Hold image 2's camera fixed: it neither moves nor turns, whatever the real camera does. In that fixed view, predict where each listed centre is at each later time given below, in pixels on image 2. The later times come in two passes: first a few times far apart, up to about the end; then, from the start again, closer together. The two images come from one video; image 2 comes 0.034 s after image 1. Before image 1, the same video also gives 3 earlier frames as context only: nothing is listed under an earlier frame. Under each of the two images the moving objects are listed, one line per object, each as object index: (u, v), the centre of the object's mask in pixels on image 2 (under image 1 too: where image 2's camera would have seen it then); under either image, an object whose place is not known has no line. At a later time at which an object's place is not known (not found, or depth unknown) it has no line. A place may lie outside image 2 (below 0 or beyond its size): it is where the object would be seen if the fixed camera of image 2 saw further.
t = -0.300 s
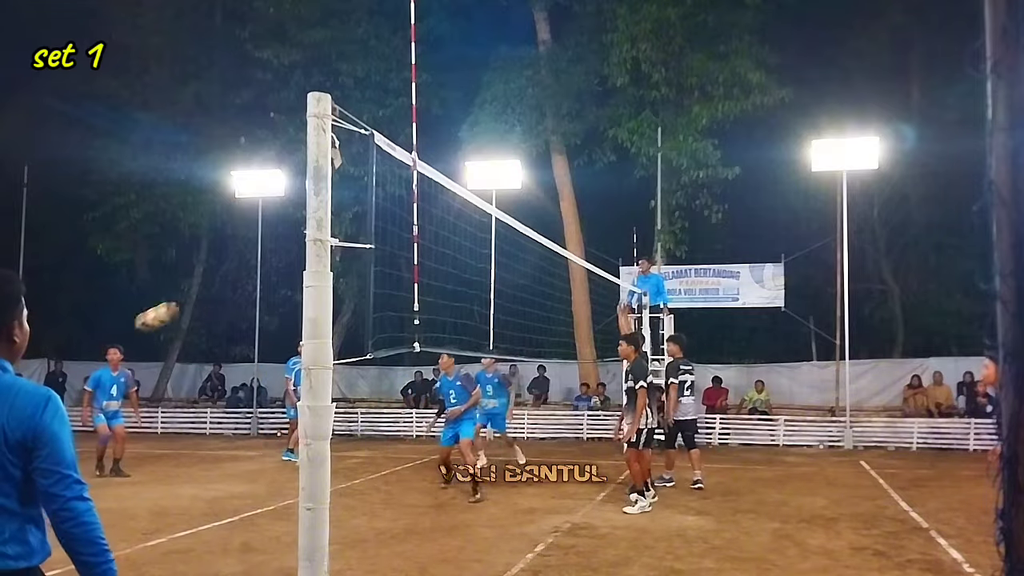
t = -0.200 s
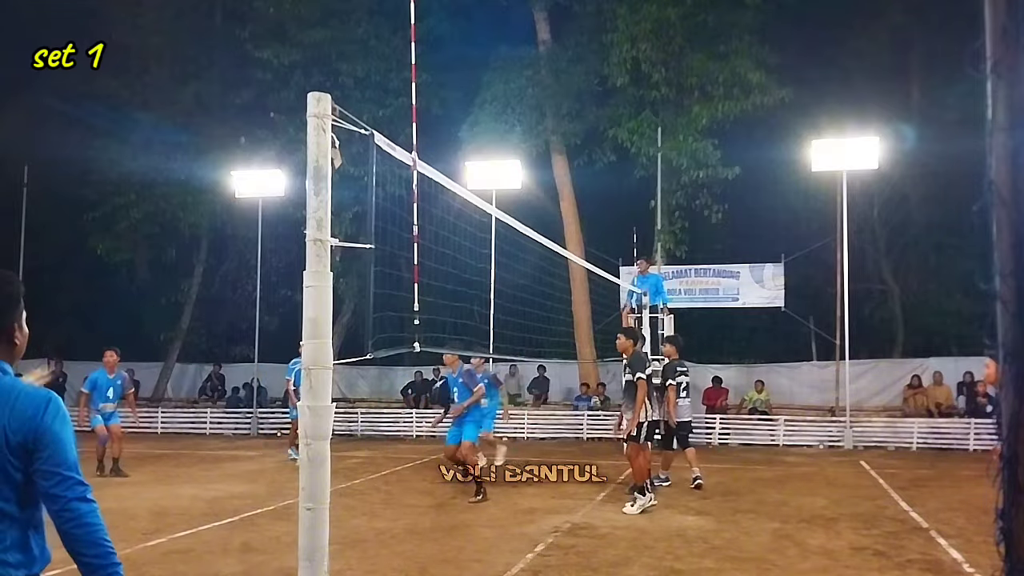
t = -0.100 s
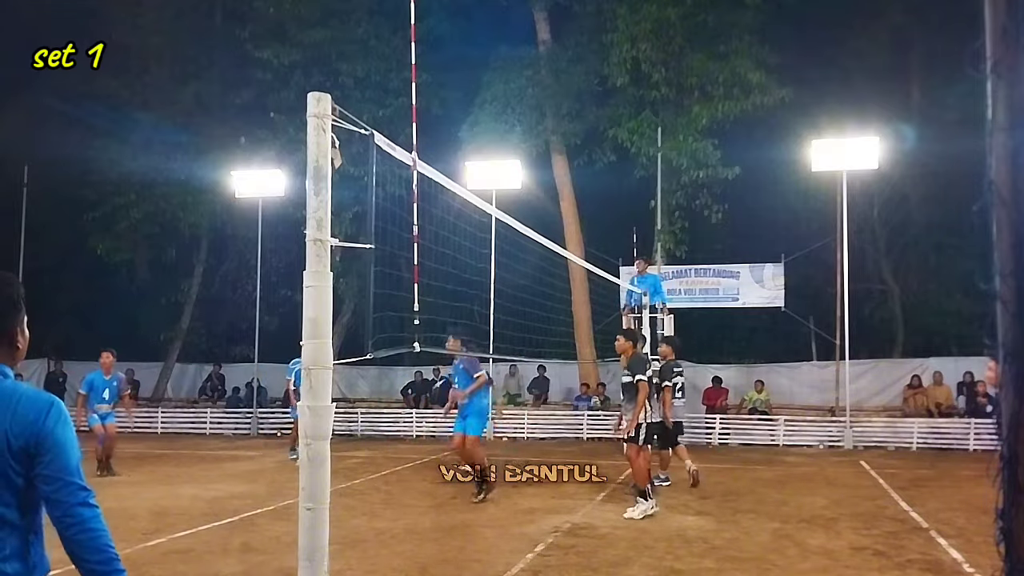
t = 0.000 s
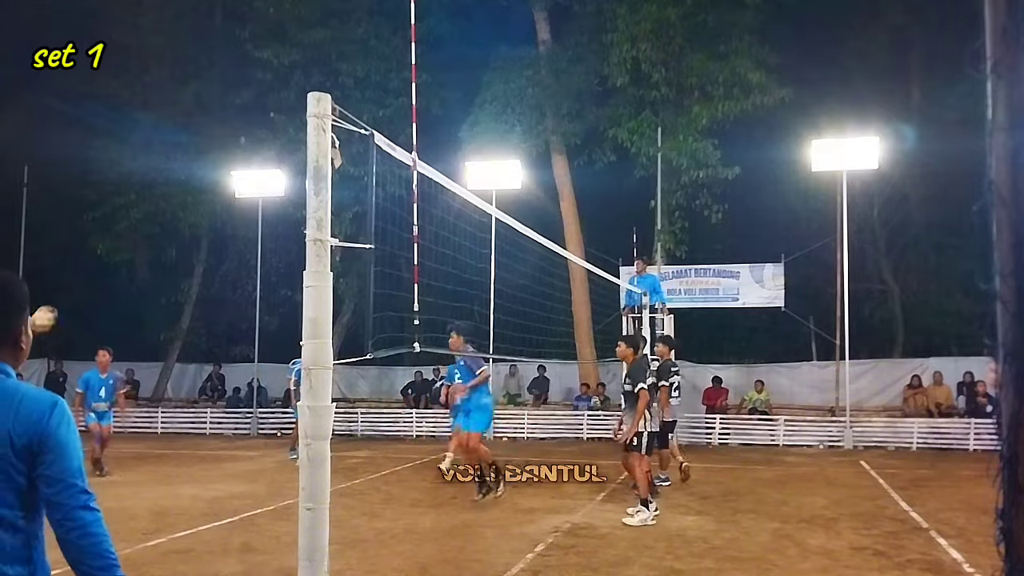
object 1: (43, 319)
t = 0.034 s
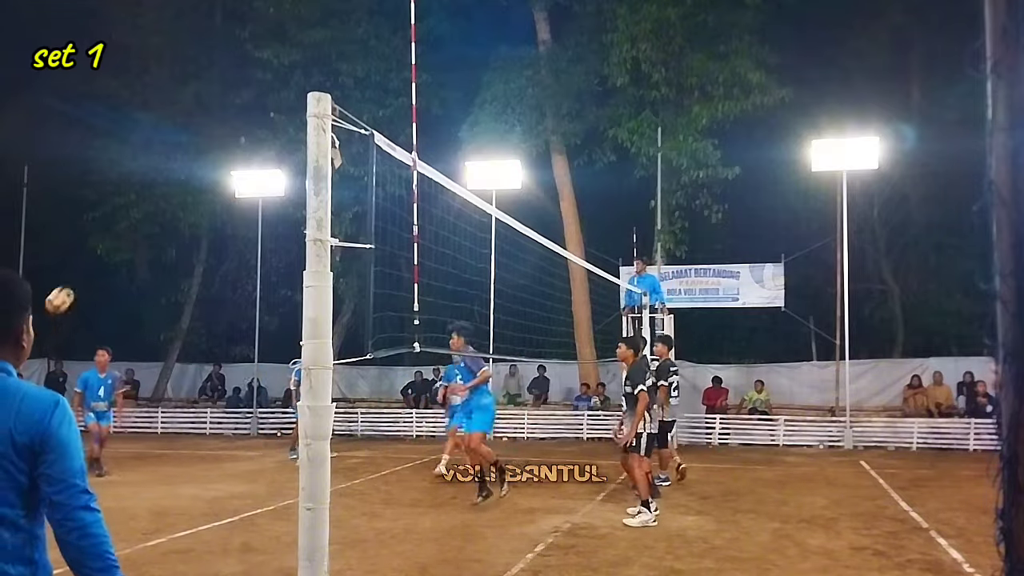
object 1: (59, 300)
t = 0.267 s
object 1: (163, 198)
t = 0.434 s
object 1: (230, 159)
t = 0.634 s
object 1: (299, 147)
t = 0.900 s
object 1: (392, 180)
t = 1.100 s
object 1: (452, 236)
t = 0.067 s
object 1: (74, 283)
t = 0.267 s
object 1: (163, 198)
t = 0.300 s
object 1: (176, 189)
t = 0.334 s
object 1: (190, 180)
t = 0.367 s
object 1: (204, 172)
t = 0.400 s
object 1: (217, 166)
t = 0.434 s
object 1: (230, 159)
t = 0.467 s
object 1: (243, 155)
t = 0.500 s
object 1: (255, 152)
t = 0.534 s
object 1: (268, 149)
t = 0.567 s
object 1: (280, 146)
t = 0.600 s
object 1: (291, 147)
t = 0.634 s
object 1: (299, 147)
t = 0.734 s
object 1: (339, 152)
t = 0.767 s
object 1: (349, 156)
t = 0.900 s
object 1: (392, 180)
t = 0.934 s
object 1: (402, 187)
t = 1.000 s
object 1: (423, 204)
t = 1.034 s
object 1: (434, 215)
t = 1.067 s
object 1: (443, 224)
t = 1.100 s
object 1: (452, 236)
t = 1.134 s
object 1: (463, 249)
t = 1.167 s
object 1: (472, 261)
